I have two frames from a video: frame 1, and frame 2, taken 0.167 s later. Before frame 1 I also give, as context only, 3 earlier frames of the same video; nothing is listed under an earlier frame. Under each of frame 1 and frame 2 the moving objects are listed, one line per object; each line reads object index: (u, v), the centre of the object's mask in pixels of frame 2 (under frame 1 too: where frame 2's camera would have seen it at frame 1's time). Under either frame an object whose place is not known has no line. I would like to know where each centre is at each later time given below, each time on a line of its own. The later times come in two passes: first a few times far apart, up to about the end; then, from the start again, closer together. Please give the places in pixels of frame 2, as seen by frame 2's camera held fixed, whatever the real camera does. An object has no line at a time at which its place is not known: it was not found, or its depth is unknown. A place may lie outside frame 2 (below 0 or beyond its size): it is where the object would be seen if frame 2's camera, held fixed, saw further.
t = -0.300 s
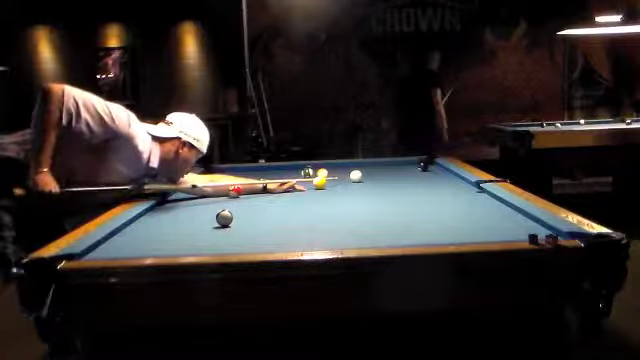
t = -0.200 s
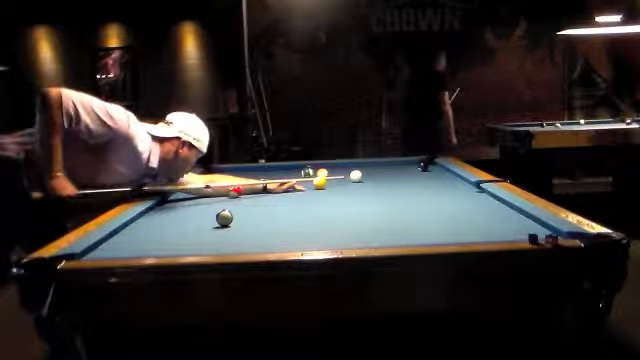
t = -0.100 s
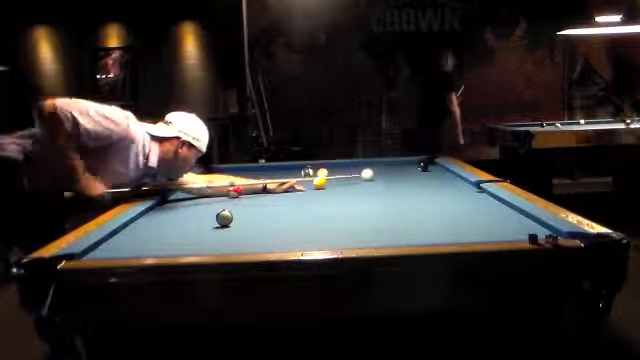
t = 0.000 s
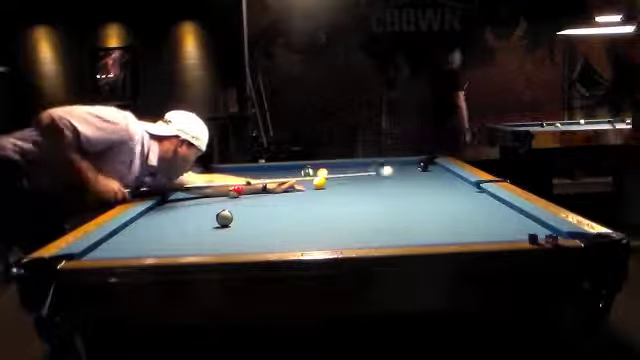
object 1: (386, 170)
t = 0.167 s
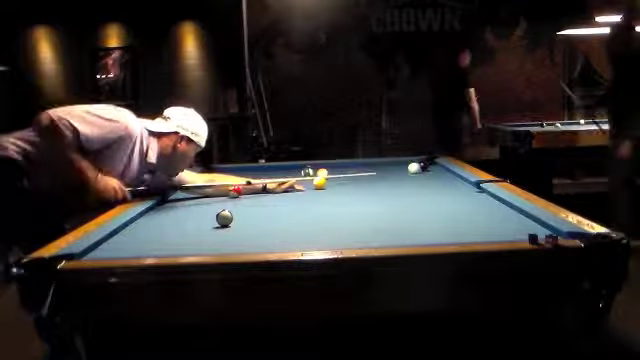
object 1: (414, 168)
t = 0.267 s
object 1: (428, 166)
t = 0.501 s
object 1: (426, 167)
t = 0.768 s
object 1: (409, 169)
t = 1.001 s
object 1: (394, 170)
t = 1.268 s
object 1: (378, 171)
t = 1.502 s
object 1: (363, 173)
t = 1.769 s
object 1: (348, 175)
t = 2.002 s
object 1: (335, 176)
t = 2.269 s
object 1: (316, 176)
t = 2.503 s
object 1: (308, 179)
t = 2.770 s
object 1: (294, 181)
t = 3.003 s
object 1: (282, 181)
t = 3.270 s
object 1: (270, 183)
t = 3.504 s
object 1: (261, 184)
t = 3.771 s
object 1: (250, 184)
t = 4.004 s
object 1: (243, 184)
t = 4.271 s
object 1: (234, 184)
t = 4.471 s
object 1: (226, 186)
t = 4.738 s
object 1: (221, 187)
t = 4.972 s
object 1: (215, 187)
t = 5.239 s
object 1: (211, 188)
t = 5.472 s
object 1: (207, 188)
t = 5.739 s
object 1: (204, 188)
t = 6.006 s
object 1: (203, 189)
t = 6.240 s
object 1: (202, 189)
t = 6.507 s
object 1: (202, 189)
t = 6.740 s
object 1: (202, 189)
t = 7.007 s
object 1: (202, 189)
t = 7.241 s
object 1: (202, 189)
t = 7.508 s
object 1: (202, 189)
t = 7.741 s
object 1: (202, 189)
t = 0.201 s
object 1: (418, 167)
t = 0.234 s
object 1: (424, 167)
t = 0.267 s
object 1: (428, 166)
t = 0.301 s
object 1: (433, 166)
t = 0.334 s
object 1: (437, 166)
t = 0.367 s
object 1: (436, 166)
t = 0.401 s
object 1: (433, 166)
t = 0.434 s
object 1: (431, 166)
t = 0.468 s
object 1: (429, 167)
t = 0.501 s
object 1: (426, 167)
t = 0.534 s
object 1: (424, 167)
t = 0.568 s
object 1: (422, 167)
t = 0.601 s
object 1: (420, 167)
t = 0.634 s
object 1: (418, 168)
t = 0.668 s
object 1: (416, 168)
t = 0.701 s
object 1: (413, 168)
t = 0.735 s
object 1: (412, 168)
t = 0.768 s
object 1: (409, 169)
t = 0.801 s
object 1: (407, 169)
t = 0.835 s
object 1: (405, 169)
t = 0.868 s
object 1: (403, 169)
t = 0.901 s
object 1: (401, 170)
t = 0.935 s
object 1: (398, 170)
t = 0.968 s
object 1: (396, 170)
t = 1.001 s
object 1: (394, 170)
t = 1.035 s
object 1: (392, 170)
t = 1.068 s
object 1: (390, 171)
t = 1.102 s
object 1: (388, 171)
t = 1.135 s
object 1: (386, 171)
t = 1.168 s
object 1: (384, 171)
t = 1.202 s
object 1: (382, 171)
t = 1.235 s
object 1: (380, 172)
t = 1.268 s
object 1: (378, 171)
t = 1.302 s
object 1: (376, 172)
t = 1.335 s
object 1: (374, 172)
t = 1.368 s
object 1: (372, 172)
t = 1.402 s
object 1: (370, 173)
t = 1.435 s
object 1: (368, 173)
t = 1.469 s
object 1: (366, 173)
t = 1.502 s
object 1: (363, 173)
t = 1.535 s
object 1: (362, 173)
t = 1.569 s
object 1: (360, 173)
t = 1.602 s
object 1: (358, 173)
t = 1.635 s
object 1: (356, 174)
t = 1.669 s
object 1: (354, 174)
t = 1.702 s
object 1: (352, 174)
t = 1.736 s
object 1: (350, 174)
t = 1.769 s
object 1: (348, 175)
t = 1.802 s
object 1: (347, 175)
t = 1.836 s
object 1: (344, 175)
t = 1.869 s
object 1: (342, 175)
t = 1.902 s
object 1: (341, 175)
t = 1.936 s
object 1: (339, 176)
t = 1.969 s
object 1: (338, 176)
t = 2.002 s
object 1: (335, 176)
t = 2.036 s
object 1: (334, 176)
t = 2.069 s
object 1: (332, 176)
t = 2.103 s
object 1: (331, 176)
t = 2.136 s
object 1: (330, 176)
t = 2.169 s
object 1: (329, 176)
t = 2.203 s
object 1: (329, 176)
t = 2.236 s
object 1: (329, 176)
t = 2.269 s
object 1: (316, 176)
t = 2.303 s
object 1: (316, 176)
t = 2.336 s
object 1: (316, 175)
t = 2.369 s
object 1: (315, 175)
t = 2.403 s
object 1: (310, 179)
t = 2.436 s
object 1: (309, 179)
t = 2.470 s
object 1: (309, 179)
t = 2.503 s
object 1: (308, 179)
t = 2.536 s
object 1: (306, 179)
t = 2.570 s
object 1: (304, 180)
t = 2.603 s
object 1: (303, 179)
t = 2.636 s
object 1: (300, 180)
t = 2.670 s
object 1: (298, 180)
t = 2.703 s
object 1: (297, 180)
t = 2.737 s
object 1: (295, 180)
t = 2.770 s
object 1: (294, 181)
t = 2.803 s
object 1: (292, 180)
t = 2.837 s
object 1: (290, 181)
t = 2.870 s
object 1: (289, 181)
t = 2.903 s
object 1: (286, 181)
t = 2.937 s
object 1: (285, 181)
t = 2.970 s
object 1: (284, 181)
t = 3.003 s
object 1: (282, 181)
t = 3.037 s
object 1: (281, 182)
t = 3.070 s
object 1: (279, 182)
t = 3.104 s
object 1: (278, 182)
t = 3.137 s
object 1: (276, 182)
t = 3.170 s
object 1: (275, 182)
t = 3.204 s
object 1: (273, 182)
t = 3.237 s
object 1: (271, 183)
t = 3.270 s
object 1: (270, 183)
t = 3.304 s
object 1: (269, 183)
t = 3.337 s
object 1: (267, 183)
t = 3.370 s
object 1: (266, 183)
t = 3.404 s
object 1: (264, 183)
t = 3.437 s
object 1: (263, 183)
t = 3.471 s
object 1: (262, 184)
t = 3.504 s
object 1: (261, 184)
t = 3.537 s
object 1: (259, 184)
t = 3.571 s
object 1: (258, 184)
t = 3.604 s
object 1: (256, 184)
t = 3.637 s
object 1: (256, 184)
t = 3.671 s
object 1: (254, 184)
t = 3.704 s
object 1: (253, 184)
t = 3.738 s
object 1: (251, 184)
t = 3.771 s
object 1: (250, 184)
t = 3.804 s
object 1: (249, 185)
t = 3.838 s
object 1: (248, 185)
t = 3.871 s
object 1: (247, 185)
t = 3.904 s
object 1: (246, 185)
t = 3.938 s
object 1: (245, 185)
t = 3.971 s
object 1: (244, 184)
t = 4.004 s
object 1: (243, 184)
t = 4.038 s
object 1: (242, 184)
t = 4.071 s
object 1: (241, 184)
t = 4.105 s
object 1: (241, 184)
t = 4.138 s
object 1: (239, 184)
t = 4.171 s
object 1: (238, 184)
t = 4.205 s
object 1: (238, 184)
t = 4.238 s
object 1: (237, 183)
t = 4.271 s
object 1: (234, 184)
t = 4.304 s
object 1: (232, 184)
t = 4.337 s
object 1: (232, 184)
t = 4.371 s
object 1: (231, 185)
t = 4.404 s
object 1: (228, 185)
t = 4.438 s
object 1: (227, 185)
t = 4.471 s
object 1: (226, 186)
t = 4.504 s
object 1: (225, 186)
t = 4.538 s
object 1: (224, 186)
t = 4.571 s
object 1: (224, 187)
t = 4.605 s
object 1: (223, 187)
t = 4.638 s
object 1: (223, 187)
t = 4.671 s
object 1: (221, 187)
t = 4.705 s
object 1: (221, 187)
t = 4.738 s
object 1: (221, 187)
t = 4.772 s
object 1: (218, 187)
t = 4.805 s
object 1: (218, 187)
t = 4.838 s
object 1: (218, 187)
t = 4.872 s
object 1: (217, 187)
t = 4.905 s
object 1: (216, 187)
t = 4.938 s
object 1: (216, 187)
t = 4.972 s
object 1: (215, 187)
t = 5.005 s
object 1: (215, 187)
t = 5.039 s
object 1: (214, 188)
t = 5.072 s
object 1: (214, 188)
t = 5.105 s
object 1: (212, 188)
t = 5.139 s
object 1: (212, 188)
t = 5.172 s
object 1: (211, 188)
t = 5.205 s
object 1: (211, 188)
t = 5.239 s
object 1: (211, 188)
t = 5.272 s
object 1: (209, 188)
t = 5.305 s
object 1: (209, 188)
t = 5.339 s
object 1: (208, 188)
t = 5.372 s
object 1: (208, 188)
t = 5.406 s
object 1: (207, 188)
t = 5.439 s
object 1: (207, 188)
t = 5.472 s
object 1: (207, 188)
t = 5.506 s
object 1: (206, 188)
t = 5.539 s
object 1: (206, 188)
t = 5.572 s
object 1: (206, 188)
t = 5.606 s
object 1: (205, 189)
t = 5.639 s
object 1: (205, 188)
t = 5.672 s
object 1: (205, 188)
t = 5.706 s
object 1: (205, 188)
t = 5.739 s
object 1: (204, 188)
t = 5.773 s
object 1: (204, 188)
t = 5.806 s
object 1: (204, 188)
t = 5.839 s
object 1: (204, 189)
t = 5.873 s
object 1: (204, 189)
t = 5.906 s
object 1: (203, 189)
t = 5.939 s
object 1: (203, 189)
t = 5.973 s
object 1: (203, 189)
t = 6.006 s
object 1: (203, 189)
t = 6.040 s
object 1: (202, 189)
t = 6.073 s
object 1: (202, 189)
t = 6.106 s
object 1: (202, 189)
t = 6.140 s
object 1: (202, 189)
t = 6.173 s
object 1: (202, 189)
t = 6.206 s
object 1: (202, 189)
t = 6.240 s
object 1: (202, 189)
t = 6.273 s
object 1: (202, 189)
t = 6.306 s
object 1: (202, 189)
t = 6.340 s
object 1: (202, 189)
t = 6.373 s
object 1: (202, 189)
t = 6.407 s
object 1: (202, 189)
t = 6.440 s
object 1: (202, 189)
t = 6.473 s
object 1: (202, 189)
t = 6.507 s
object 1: (202, 189)
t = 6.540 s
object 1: (202, 189)
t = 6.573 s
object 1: (202, 189)
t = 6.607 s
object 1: (202, 189)
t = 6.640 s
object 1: (202, 189)
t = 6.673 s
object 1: (202, 189)
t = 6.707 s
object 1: (202, 189)
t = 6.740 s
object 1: (202, 189)
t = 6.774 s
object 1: (202, 189)
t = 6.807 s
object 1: (202, 189)
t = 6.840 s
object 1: (202, 189)
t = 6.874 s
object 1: (202, 189)
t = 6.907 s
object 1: (202, 189)
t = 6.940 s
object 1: (202, 189)
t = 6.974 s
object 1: (202, 189)
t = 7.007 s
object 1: (202, 189)
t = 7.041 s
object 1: (202, 189)
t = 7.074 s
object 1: (202, 189)
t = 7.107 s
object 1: (202, 189)
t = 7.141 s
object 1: (202, 189)
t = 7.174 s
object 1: (202, 189)
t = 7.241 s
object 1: (202, 189)
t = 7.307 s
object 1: (202, 189)
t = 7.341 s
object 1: (202, 189)
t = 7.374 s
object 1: (202, 189)
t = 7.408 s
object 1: (202, 189)
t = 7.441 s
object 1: (202, 189)
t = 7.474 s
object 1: (202, 189)
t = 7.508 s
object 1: (202, 189)
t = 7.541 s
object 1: (202, 189)
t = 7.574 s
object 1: (202, 189)
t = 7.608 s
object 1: (202, 189)
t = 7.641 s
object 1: (202, 189)
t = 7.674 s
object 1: (202, 189)
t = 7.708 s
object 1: (202, 189)
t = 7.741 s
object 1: (202, 189)
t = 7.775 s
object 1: (202, 189)
